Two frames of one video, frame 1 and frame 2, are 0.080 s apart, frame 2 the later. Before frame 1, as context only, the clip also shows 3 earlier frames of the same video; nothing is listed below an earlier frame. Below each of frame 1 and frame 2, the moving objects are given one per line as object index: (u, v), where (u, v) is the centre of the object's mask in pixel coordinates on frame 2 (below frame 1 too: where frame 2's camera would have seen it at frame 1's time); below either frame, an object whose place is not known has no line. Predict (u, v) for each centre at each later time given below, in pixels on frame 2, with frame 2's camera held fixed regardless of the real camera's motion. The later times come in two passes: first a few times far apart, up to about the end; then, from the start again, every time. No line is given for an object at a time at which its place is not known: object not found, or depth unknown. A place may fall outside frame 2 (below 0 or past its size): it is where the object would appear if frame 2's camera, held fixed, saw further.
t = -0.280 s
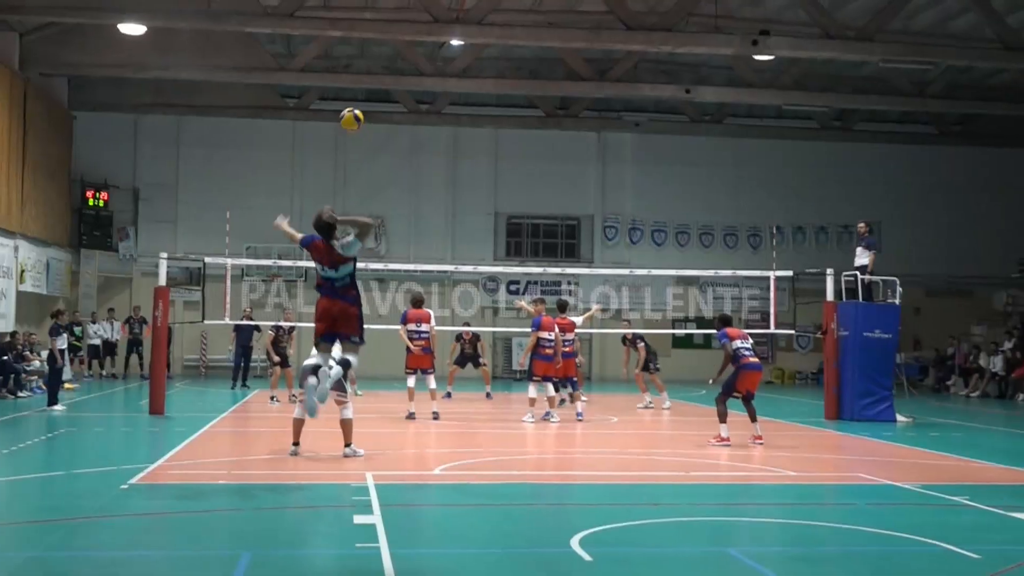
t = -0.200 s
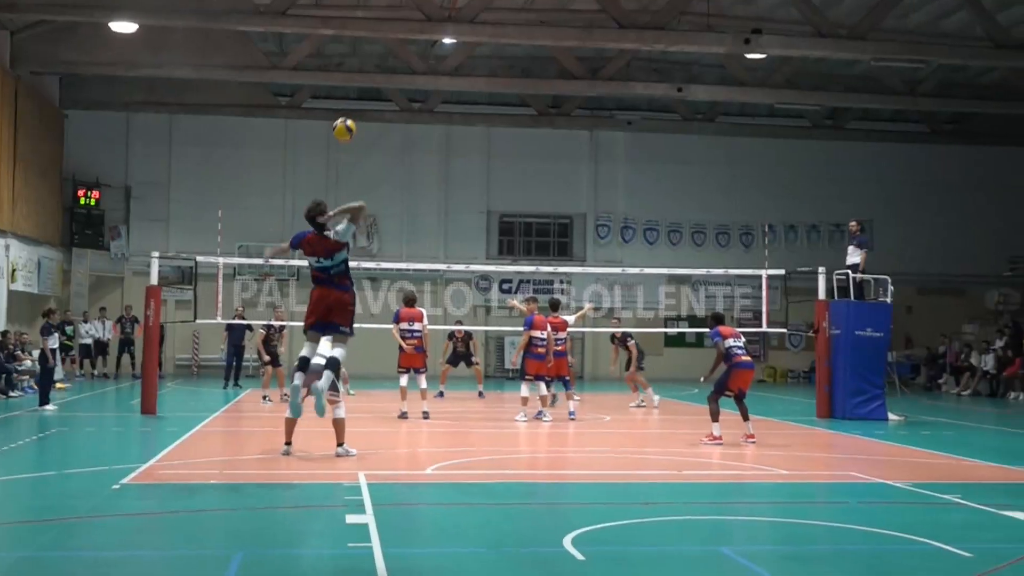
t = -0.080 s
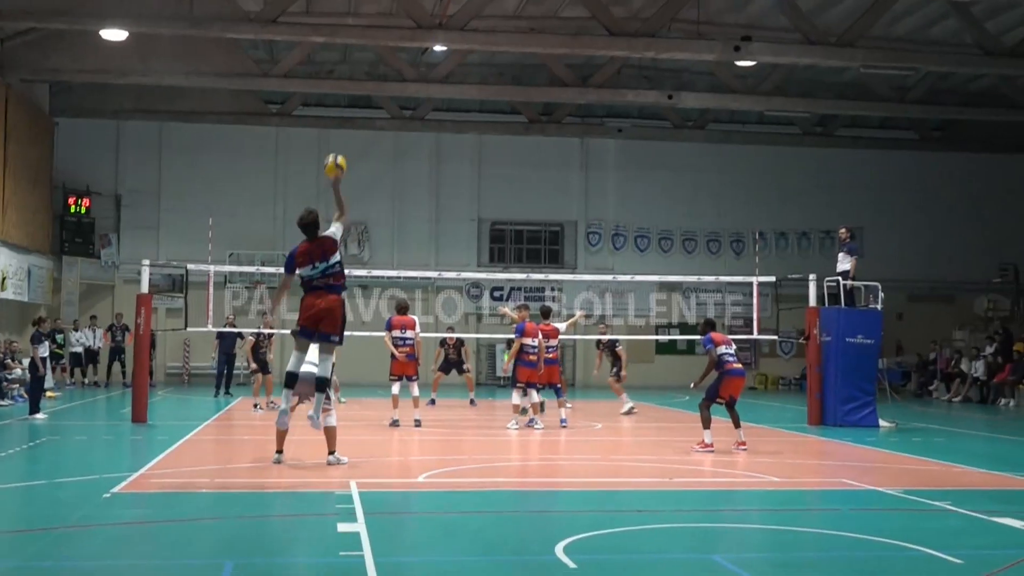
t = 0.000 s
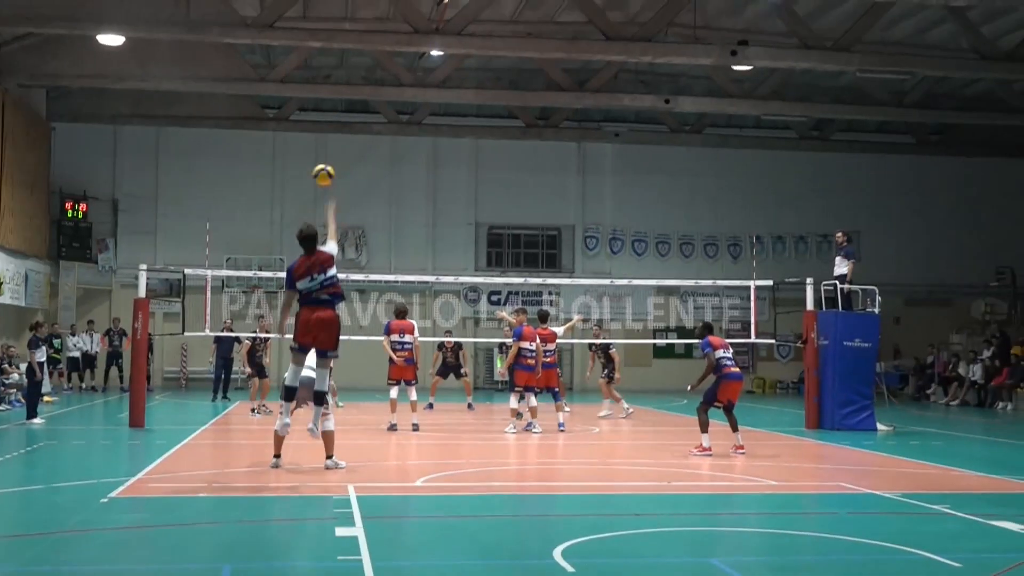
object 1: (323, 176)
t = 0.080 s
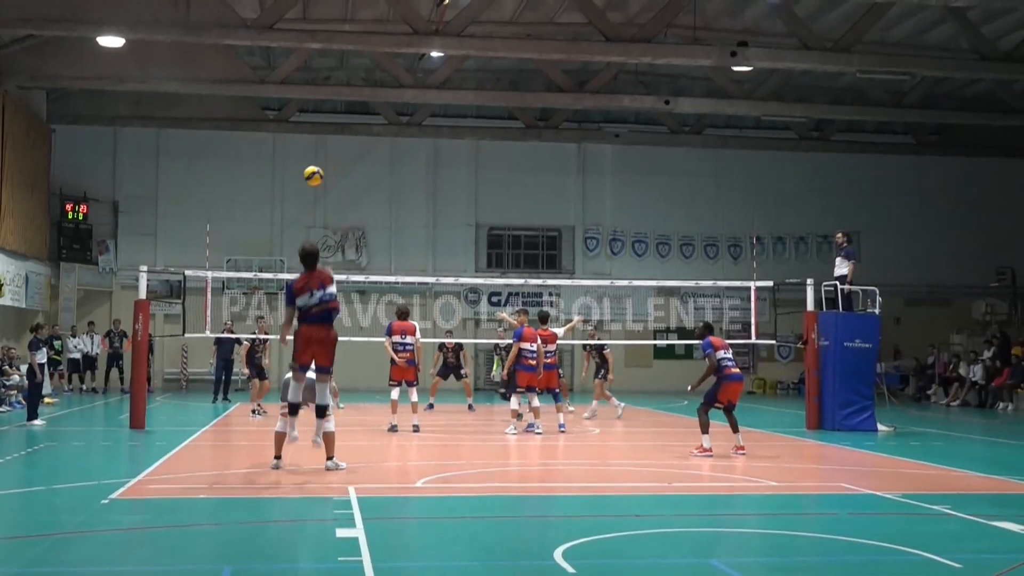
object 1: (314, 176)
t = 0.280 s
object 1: (295, 189)
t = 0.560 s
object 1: (285, 235)
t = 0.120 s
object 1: (309, 177)
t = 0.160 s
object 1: (305, 179)
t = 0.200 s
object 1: (301, 182)
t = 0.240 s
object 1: (298, 185)
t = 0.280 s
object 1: (295, 189)
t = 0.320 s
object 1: (294, 194)
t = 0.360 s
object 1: (292, 200)
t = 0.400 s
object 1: (290, 206)
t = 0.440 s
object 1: (289, 213)
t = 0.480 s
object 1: (287, 220)
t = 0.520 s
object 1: (287, 227)
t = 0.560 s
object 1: (285, 235)
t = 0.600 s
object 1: (284, 244)
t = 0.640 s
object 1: (284, 254)
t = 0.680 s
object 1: (283, 264)
